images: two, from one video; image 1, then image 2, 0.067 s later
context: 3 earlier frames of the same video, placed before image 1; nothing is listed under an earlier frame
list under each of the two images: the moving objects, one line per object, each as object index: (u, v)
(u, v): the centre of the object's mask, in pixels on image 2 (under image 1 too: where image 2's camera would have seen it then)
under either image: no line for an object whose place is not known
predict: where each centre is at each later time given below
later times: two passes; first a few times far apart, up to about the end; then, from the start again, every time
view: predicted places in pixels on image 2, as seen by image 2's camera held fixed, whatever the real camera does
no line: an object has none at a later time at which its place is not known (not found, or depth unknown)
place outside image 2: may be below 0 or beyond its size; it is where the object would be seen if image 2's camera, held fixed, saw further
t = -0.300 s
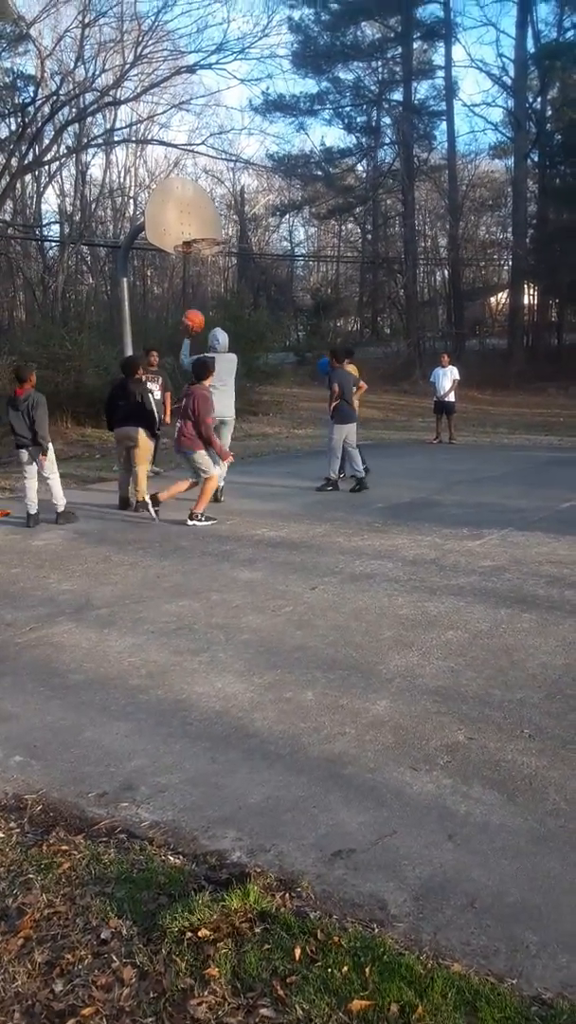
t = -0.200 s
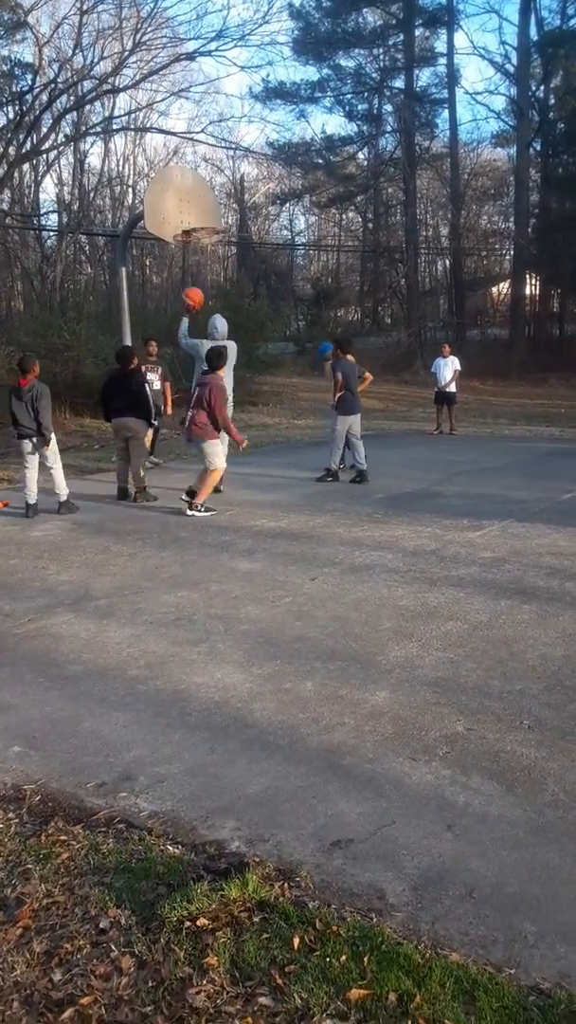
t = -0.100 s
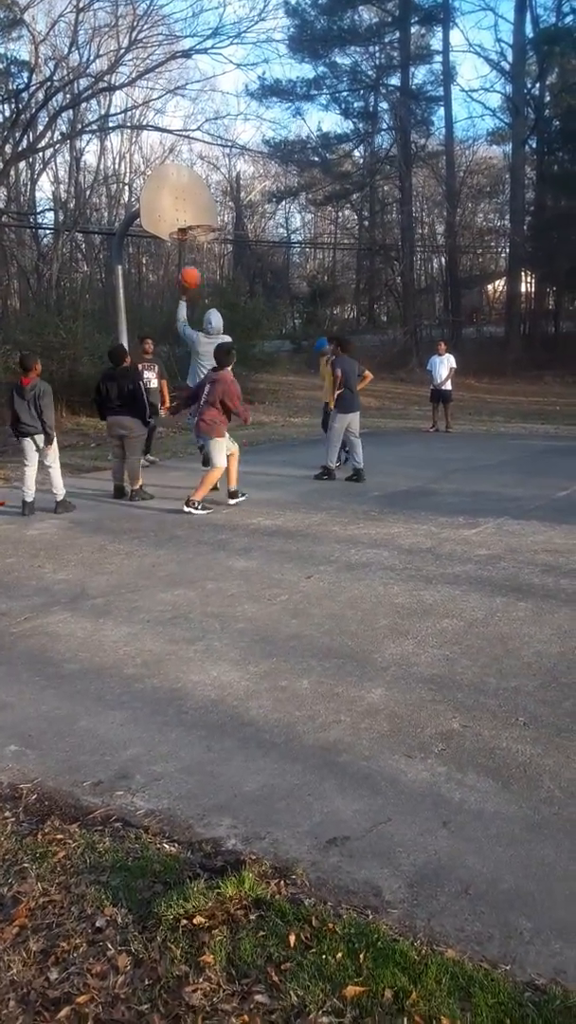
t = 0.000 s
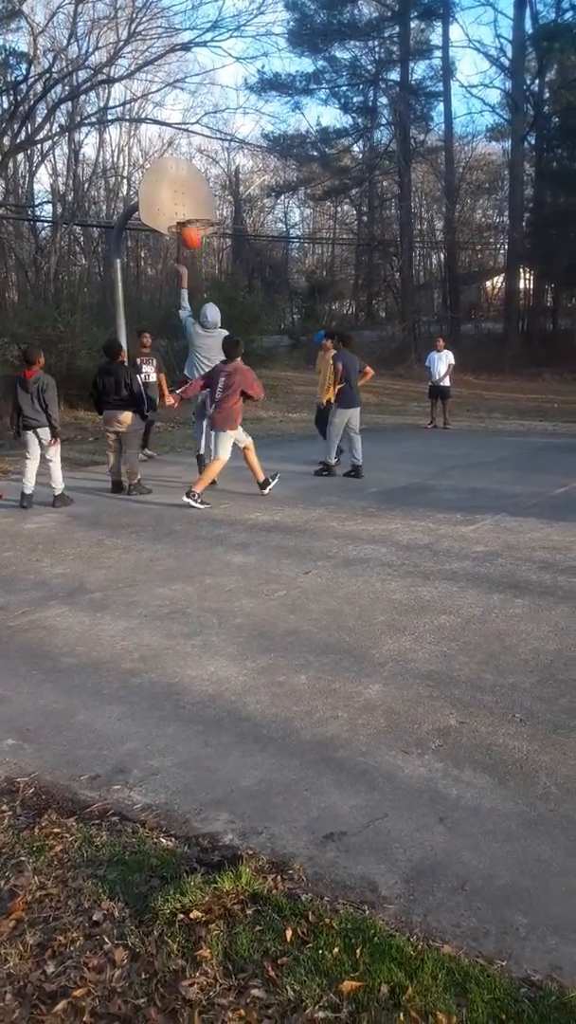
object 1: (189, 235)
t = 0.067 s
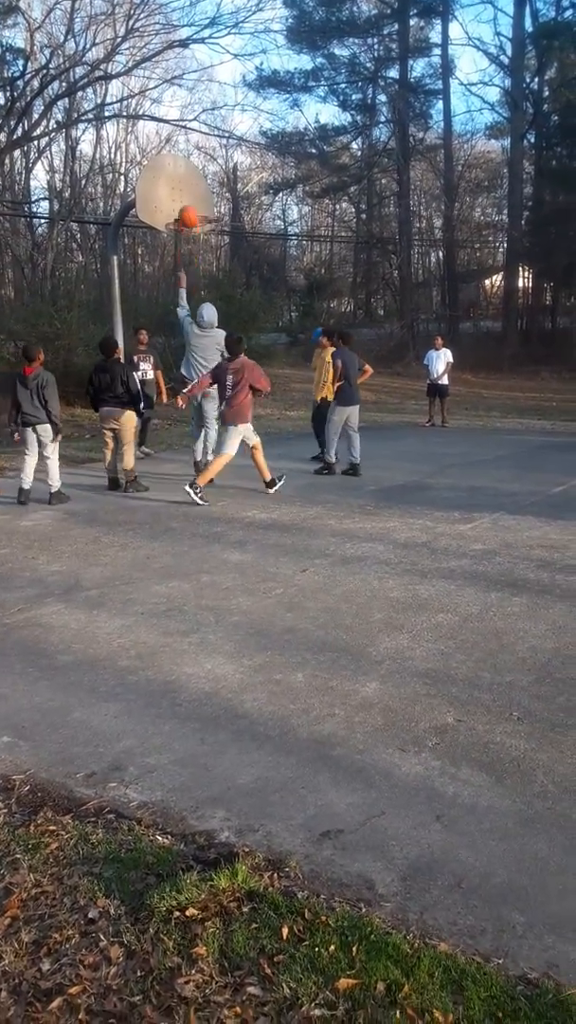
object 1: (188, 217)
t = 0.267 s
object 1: (194, 189)
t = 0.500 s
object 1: (202, 201)
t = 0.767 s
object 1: (209, 241)
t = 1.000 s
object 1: (208, 254)
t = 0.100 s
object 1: (190, 210)
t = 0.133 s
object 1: (190, 203)
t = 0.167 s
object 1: (191, 198)
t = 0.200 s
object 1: (192, 193)
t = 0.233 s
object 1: (193, 190)
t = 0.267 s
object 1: (194, 189)
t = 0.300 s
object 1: (195, 187)
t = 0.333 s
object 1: (196, 187)
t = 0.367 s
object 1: (197, 188)
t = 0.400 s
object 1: (198, 190)
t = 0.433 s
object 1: (200, 193)
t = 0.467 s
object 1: (201, 197)
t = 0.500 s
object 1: (202, 201)
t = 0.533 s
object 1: (203, 207)
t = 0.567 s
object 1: (204, 213)
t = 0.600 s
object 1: (205, 220)
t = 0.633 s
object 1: (208, 228)
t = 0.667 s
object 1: (208, 231)
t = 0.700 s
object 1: (208, 235)
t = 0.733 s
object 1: (208, 237)
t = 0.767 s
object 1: (209, 241)
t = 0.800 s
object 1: (208, 243)
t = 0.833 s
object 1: (207, 244)
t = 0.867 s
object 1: (208, 245)
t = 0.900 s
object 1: (209, 246)
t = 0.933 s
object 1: (209, 249)
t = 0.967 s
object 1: (208, 252)
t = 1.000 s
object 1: (208, 254)
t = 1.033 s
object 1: (208, 255)
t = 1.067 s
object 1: (208, 258)
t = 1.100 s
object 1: (208, 263)
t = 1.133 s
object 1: (208, 268)
